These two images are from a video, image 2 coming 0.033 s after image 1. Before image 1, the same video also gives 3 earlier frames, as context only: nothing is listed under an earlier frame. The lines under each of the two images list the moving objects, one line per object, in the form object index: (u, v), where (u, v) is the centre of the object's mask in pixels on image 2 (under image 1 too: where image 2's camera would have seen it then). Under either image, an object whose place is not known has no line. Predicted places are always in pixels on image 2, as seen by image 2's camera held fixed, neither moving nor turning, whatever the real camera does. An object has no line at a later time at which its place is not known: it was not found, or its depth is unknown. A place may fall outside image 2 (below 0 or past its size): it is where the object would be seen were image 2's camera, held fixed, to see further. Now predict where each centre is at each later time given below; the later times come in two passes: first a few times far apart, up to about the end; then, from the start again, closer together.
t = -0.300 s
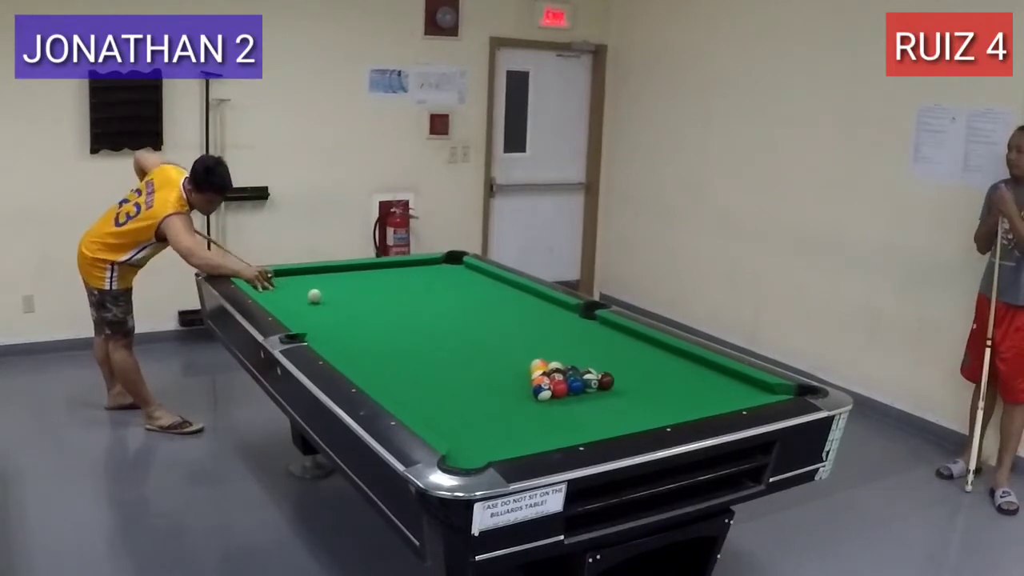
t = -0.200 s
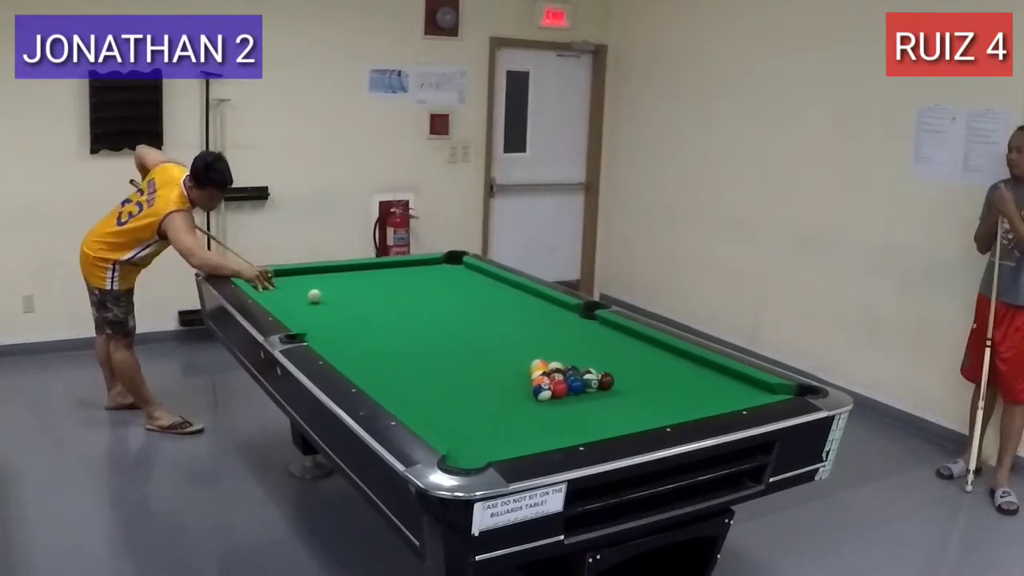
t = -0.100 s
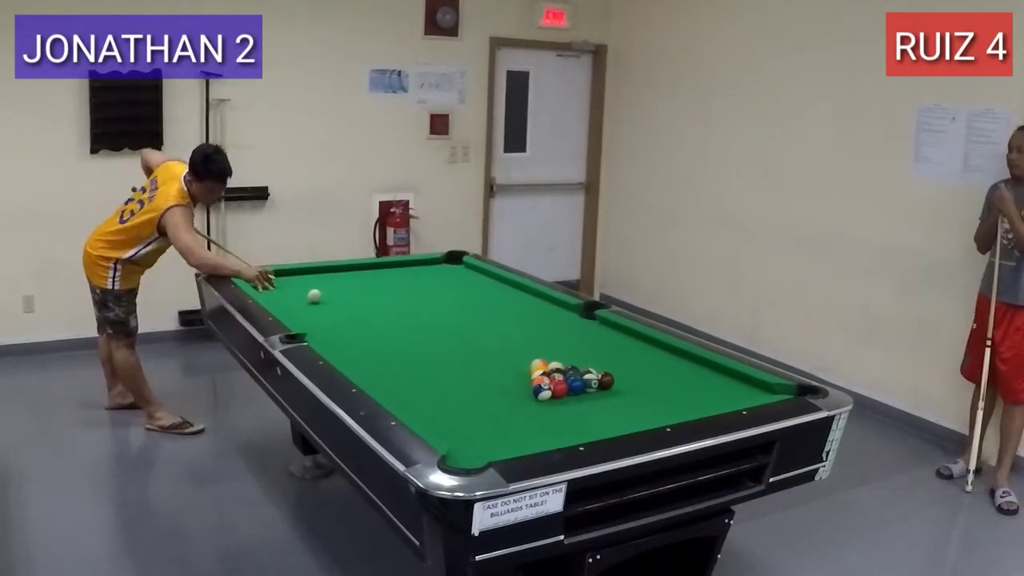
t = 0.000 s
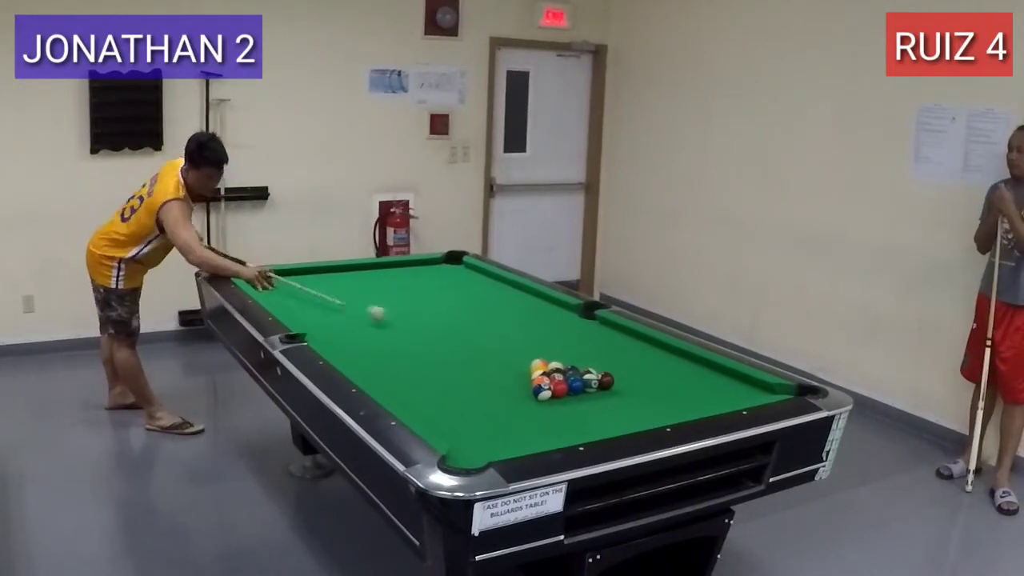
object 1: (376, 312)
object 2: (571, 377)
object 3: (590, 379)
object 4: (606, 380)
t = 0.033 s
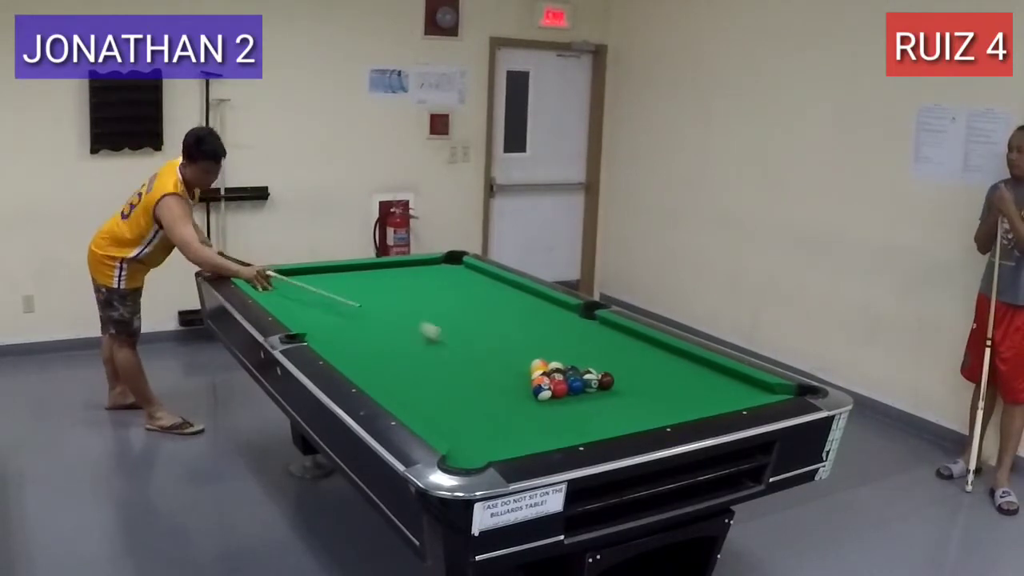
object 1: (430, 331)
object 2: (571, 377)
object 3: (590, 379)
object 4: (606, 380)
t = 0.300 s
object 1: (502, 347)
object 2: (654, 414)
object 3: (657, 408)
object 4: (715, 381)
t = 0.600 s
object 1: (494, 354)
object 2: (607, 392)
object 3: (676, 402)
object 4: (644, 345)
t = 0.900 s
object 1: (494, 354)
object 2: (568, 372)
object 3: (654, 388)
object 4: (564, 323)
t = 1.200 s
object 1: (494, 354)
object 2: (536, 355)
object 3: (635, 375)
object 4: (499, 303)
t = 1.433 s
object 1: (494, 354)
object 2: (514, 343)
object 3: (622, 367)
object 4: (455, 289)
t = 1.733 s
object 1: (494, 354)
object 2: (489, 331)
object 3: (608, 358)
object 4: (406, 275)
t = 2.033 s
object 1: (494, 354)
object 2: (468, 319)
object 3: (596, 351)
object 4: (373, 267)
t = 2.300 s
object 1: (494, 354)
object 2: (452, 310)
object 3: (586, 346)
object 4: (360, 274)
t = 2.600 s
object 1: (494, 354)
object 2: (436, 302)
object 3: (577, 340)
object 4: (347, 284)
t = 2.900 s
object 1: (494, 354)
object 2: (422, 294)
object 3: (572, 337)
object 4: (333, 291)
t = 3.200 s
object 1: (494, 354)
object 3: (573, 336)
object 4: (320, 300)
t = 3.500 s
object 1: (494, 354)
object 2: (400, 283)
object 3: (573, 337)
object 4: (306, 309)
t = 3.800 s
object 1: (494, 354)
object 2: (391, 279)
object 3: (574, 337)
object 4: (294, 316)
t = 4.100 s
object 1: (494, 354)
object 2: (384, 275)
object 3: (574, 337)
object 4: (307, 321)
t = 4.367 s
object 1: (494, 354)
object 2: (379, 273)
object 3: (574, 337)
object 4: (319, 323)
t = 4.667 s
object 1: (494, 354)
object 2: (375, 271)
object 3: (574, 337)
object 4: (331, 326)
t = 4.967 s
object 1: (494, 354)
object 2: (373, 269)
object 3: (574, 337)
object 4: (341, 327)
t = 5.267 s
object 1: (494, 354)
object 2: (371, 268)
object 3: (574, 337)
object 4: (348, 327)
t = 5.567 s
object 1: (494, 354)
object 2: (369, 267)
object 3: (574, 337)
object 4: (353, 328)
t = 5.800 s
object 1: (494, 354)
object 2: (369, 267)
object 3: (574, 337)
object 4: (355, 328)
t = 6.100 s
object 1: (494, 354)
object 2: (369, 267)
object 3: (574, 337)
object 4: (354, 328)
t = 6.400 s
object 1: (494, 354)
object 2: (368, 267)
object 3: (574, 337)
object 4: (354, 328)
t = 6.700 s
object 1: (494, 354)
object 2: (369, 267)
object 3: (574, 337)
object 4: (354, 328)
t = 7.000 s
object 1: (494, 354)
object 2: (369, 267)
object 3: (574, 337)
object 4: (354, 329)
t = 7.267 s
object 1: (494, 354)
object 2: (368, 267)
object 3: (574, 337)
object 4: (354, 329)
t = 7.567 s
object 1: (494, 354)
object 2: (369, 267)
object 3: (574, 337)
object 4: (354, 329)
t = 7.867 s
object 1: (494, 354)
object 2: (369, 267)
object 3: (574, 337)
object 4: (354, 329)
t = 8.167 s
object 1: (494, 354)
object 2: (369, 267)
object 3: (573, 337)
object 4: (354, 329)
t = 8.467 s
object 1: (494, 354)
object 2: (368, 267)
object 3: (574, 337)
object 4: (354, 329)
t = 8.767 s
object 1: (494, 354)
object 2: (368, 267)
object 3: (574, 337)
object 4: (354, 329)
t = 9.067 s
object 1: (494, 354)
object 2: (369, 267)
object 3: (574, 337)
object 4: (354, 329)
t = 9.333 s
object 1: (494, 354)
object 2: (369, 267)
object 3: (574, 337)
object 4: (354, 329)
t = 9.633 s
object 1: (494, 354)
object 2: (369, 267)
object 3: (574, 337)
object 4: (354, 329)
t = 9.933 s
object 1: (494, 354)
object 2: (369, 267)
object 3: (574, 337)
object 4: (354, 329)
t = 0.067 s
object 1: (489, 349)
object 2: (571, 377)
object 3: (590, 379)
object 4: (606, 380)
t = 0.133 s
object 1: (521, 346)
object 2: (585, 378)
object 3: (609, 386)
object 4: (662, 391)
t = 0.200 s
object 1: (514, 337)
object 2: (627, 406)
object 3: (630, 393)
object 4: (736, 399)
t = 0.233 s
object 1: (510, 337)
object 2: (641, 412)
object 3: (638, 396)
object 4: (730, 395)
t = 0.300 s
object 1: (502, 347)
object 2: (654, 414)
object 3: (657, 408)
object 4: (715, 381)
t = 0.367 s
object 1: (498, 351)
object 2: (642, 411)
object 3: (680, 408)
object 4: (704, 370)
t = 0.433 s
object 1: (495, 352)
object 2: (631, 405)
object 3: (689, 408)
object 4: (694, 360)
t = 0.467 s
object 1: (495, 352)
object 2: (626, 402)
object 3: (686, 407)
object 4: (686, 356)
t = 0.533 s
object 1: (495, 353)
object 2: (616, 397)
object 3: (682, 406)
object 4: (664, 351)
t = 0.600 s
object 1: (494, 354)
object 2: (607, 392)
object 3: (676, 402)
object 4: (644, 345)
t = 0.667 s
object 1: (494, 354)
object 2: (597, 387)
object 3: (670, 398)
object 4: (624, 339)
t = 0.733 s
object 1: (494, 354)
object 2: (589, 383)
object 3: (665, 396)
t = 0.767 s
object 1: (494, 354)
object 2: (585, 381)
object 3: (663, 394)
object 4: (597, 328)
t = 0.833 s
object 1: (494, 354)
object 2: (577, 376)
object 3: (658, 390)
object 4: (580, 328)
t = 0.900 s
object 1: (494, 354)
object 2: (568, 372)
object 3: (654, 388)
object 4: (564, 323)
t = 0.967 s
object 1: (494, 354)
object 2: (561, 368)
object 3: (649, 385)
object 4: (550, 318)
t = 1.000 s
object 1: (494, 354)
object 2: (557, 366)
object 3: (647, 383)
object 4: (542, 316)
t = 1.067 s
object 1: (494, 354)
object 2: (550, 362)
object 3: (643, 381)
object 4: (527, 311)
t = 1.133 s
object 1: (494, 354)
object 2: (542, 358)
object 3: (639, 379)
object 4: (513, 307)
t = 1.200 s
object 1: (494, 354)
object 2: (536, 355)
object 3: (635, 375)
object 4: (499, 303)
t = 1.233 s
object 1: (494, 354)
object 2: (532, 353)
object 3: (632, 373)
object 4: (493, 301)
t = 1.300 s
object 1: (494, 354)
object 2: (526, 350)
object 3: (629, 371)
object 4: (480, 297)
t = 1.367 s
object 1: (494, 354)
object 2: (520, 347)
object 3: (626, 370)
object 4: (467, 293)
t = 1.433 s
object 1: (494, 354)
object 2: (514, 343)
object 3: (622, 367)
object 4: (455, 289)
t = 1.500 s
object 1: (494, 354)
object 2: (508, 340)
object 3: (619, 365)
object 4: (443, 286)
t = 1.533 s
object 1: (494, 354)
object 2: (505, 338)
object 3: (617, 363)
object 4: (438, 284)
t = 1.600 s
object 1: (494, 354)
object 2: (500, 336)
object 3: (614, 363)
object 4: (428, 281)
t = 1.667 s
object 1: (494, 354)
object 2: (495, 333)
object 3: (611, 361)
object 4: (417, 278)
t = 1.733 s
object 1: (494, 354)
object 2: (489, 331)
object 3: (608, 358)
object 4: (406, 275)
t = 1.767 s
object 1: (494, 354)
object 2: (487, 329)
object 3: (607, 357)
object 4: (402, 274)
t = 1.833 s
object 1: (494, 354)
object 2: (482, 326)
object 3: (603, 355)
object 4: (392, 270)
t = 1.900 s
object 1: (494, 354)
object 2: (477, 323)
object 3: (601, 354)
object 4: (383, 268)
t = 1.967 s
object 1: (494, 354)
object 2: (473, 321)
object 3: (599, 353)
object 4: (375, 265)
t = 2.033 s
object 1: (494, 354)
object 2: (468, 319)
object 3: (596, 351)
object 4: (373, 267)
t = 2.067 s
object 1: (494, 354)
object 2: (466, 317)
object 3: (595, 350)
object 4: (371, 268)
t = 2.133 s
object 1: (494, 354)
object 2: (462, 315)
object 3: (592, 348)
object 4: (368, 270)
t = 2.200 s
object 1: (494, 354)
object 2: (458, 313)
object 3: (589, 348)
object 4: (364, 272)
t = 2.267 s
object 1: (494, 354)
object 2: (454, 311)
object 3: (587, 347)
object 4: (362, 273)
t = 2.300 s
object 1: (494, 354)
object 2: (452, 310)
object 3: (586, 346)
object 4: (360, 274)
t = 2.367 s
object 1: (494, 354)
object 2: (448, 308)
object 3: (584, 343)
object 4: (357, 276)
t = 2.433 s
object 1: (494, 354)
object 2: (445, 306)
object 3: (581, 343)
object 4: (354, 278)
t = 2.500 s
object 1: (494, 354)
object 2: (441, 304)
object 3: (579, 341)
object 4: (351, 280)
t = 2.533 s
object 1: (494, 354)
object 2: (440, 303)
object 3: (578, 341)
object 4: (350, 281)
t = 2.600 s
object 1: (494, 354)
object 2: (436, 302)
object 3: (577, 340)
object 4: (347, 284)
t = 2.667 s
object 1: (494, 354)
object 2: (433, 300)
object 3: (576, 339)
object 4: (343, 285)
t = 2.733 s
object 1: (494, 354)
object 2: (430, 298)
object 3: (573, 338)
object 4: (340, 287)
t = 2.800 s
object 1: (494, 354)
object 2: (427, 297)
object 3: (573, 337)
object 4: (337, 289)
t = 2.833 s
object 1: (494, 354)
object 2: (425, 296)
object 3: (573, 337)
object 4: (336, 290)
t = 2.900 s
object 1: (494, 354)
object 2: (422, 294)
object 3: (572, 337)
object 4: (333, 291)
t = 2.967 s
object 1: (494, 354)
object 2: (420, 293)
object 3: (573, 337)
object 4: (330, 294)
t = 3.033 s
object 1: (494, 354)
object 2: (417, 292)
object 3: (573, 337)
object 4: (327, 295)
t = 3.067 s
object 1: (494, 354)
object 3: (573, 337)
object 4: (326, 296)
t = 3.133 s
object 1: (494, 354)
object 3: (573, 337)
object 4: (322, 298)
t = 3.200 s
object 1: (494, 354)
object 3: (573, 336)
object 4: (320, 300)
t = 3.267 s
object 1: (494, 354)
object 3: (573, 336)
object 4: (316, 302)
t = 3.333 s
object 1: (494, 354)
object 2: (405, 286)
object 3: (574, 337)
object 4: (314, 304)
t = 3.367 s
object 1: (494, 354)
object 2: (404, 285)
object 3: (574, 337)
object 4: (312, 305)
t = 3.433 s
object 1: (494, 354)
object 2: (402, 284)
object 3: (573, 337)
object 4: (309, 307)
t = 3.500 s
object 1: (494, 354)
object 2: (400, 283)
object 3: (573, 337)
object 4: (306, 309)
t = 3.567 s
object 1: (494, 354)
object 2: (398, 282)
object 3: (573, 337)
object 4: (304, 311)
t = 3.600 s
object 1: (494, 354)
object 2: (397, 282)
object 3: (573, 337)
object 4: (302, 312)
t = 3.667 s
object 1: (494, 354)
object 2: (394, 281)
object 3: (573, 337)
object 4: (299, 314)
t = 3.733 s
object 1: (494, 354)
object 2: (392, 280)
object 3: (574, 337)
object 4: (296, 315)
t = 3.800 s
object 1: (494, 354)
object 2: (391, 279)
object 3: (574, 337)
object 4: (294, 316)
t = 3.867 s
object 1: (494, 354)
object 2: (389, 278)
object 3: (574, 337)
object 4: (296, 317)
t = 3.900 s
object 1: (494, 354)
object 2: (388, 278)
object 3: (574, 337)
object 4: (298, 318)
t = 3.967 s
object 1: (494, 354)
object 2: (387, 277)
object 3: (574, 337)
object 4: (301, 319)
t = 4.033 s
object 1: (494, 354)
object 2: (385, 276)
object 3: (574, 337)
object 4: (304, 320)
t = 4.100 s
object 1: (494, 354)
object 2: (384, 275)
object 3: (574, 337)
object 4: (307, 321)
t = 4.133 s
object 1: (494, 354)
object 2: (384, 275)
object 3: (574, 337)
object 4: (309, 321)
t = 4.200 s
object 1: (494, 354)
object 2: (382, 275)
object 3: (574, 337)
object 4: (312, 322)
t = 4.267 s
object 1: (494, 354)
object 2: (381, 274)
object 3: (574, 337)
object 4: (315, 322)
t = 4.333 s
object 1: (494, 354)
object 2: (379, 273)
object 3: (574, 337)
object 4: (318, 323)
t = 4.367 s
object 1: (494, 354)
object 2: (379, 273)
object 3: (574, 337)
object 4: (319, 323)
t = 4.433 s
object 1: (494, 354)
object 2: (378, 272)
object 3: (574, 337)
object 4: (322, 324)
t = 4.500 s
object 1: (494, 354)
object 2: (377, 272)
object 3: (574, 337)
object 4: (325, 325)
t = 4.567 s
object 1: (494, 354)
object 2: (376, 271)
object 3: (574, 337)
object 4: (327, 325)
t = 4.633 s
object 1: (494, 354)
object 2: (375, 271)
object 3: (574, 337)
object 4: (330, 325)
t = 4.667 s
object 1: (494, 354)
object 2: (375, 271)
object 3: (574, 337)
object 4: (331, 326)
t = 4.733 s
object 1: (494, 354)
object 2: (374, 270)
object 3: (574, 337)
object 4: (333, 326)
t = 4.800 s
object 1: (494, 354)
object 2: (374, 270)
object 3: (574, 337)
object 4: (336, 326)
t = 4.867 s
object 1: (494, 354)
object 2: (373, 269)
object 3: (574, 337)
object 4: (338, 326)
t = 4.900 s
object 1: (494, 354)
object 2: (373, 269)
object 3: (574, 337)
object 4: (339, 327)
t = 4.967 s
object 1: (494, 354)
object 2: (373, 269)
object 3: (574, 337)
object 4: (341, 327)
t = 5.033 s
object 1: (494, 354)
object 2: (372, 269)
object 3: (574, 337)
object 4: (342, 327)
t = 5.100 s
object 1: (494, 354)
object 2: (372, 269)
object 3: (574, 337)
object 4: (344, 327)
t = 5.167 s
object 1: (494, 354)
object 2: (371, 268)
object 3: (574, 337)
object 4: (346, 327)
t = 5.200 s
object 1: (494, 354)
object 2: (371, 268)
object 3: (574, 337)
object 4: (346, 327)
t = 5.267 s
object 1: (494, 354)
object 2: (371, 268)
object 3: (574, 337)
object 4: (348, 327)
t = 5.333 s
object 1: (494, 354)
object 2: (370, 268)
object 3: (574, 337)
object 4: (350, 327)
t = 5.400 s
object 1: (494, 354)
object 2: (370, 267)
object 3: (574, 337)
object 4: (351, 328)
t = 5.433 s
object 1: (494, 354)
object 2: (370, 267)
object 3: (574, 337)
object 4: (351, 328)
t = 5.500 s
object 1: (494, 354)
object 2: (370, 267)
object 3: (574, 337)
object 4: (352, 328)
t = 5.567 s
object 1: (494, 354)
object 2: (369, 267)
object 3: (574, 337)
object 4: (353, 328)
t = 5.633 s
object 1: (494, 354)
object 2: (369, 267)
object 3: (574, 337)
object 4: (354, 328)
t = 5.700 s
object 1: (494, 354)
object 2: (370, 267)
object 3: (574, 337)
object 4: (354, 328)
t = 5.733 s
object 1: (494, 354)
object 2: (369, 267)
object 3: (574, 337)
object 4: (355, 328)
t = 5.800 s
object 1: (494, 354)
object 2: (369, 267)
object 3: (574, 337)
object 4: (355, 328)
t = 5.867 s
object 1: (494, 354)
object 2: (369, 267)
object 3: (574, 337)
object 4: (355, 329)
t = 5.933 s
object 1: (494, 354)
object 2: (369, 267)
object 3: (574, 337)
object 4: (355, 329)
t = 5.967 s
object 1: (494, 354)
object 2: (368, 267)
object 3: (574, 337)
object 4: (355, 329)
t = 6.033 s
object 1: (494, 354)
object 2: (368, 267)
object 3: (574, 337)
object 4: (355, 328)
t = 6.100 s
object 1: (494, 354)
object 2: (369, 267)
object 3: (574, 337)
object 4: (354, 328)
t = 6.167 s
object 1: (494, 354)
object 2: (369, 267)
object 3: (574, 337)
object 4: (355, 328)
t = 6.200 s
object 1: (494, 354)
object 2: (369, 267)
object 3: (574, 337)
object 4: (354, 329)
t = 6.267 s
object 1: (494, 355)
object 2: (369, 267)
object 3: (574, 337)
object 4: (355, 328)
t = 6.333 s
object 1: (494, 354)
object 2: (369, 267)
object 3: (574, 337)
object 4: (354, 328)
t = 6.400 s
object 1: (494, 354)
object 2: (368, 267)
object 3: (574, 337)
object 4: (354, 328)
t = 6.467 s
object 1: (494, 354)
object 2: (368, 267)
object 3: (574, 337)
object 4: (354, 328)
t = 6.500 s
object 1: (494, 354)
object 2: (368, 267)
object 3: (574, 337)
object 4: (354, 328)
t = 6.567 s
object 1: (494, 354)
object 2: (369, 267)
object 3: (574, 337)
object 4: (354, 328)
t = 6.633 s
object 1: (494, 354)
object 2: (369, 267)
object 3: (574, 337)
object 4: (354, 328)
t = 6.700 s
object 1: (494, 354)
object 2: (369, 267)
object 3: (574, 337)
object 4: (354, 328)
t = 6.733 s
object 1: (494, 354)
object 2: (368, 267)
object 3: (574, 337)
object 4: (354, 328)
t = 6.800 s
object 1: (494, 354)
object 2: (369, 267)
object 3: (574, 337)
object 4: (354, 329)
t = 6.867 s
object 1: (494, 354)
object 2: (368, 267)
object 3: (574, 337)
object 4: (354, 329)
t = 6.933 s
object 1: (494, 354)
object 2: (369, 267)
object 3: (574, 337)
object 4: (354, 329)
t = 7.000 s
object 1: (494, 354)
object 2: (369, 267)
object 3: (574, 337)
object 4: (354, 329)
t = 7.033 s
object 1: (494, 354)
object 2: (368, 267)
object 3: (574, 337)
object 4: (354, 329)
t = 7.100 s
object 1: (494, 354)
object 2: (368, 267)
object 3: (574, 337)
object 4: (354, 329)
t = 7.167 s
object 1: (494, 354)
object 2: (368, 267)
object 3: (574, 337)
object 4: (354, 329)
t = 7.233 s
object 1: (494, 354)
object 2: (368, 267)
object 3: (574, 337)
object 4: (354, 329)
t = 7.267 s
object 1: (494, 354)
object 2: (368, 267)
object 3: (574, 337)
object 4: (354, 329)
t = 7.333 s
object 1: (494, 354)
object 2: (369, 267)
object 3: (574, 337)
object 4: (354, 329)
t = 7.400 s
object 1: (494, 354)
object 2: (369, 267)
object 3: (574, 337)
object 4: (354, 329)
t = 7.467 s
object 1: (494, 354)
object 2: (369, 267)
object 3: (574, 337)
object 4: (354, 329)
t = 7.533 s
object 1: (494, 354)
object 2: (369, 267)
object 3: (574, 337)
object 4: (354, 329)
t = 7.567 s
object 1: (494, 354)
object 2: (369, 267)
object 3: (574, 337)
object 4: (354, 329)
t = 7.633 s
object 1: (494, 354)
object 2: (369, 267)
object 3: (574, 337)
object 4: (354, 329)
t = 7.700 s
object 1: (494, 354)
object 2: (369, 267)
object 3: (574, 337)
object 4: (354, 329)
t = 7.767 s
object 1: (494, 354)
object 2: (369, 267)
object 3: (574, 337)
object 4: (354, 329)
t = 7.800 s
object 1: (494, 354)
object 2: (369, 267)
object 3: (574, 337)
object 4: (354, 329)
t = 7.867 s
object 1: (494, 354)
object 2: (369, 267)
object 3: (574, 337)
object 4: (354, 329)
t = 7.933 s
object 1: (494, 354)
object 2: (369, 267)
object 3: (574, 337)
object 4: (354, 329)
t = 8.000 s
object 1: (494, 354)
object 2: (369, 267)
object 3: (574, 337)
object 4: (354, 329)
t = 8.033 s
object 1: (494, 354)
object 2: (368, 267)
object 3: (574, 337)
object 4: (354, 329)
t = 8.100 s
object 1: (494, 354)
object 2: (368, 267)
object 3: (574, 337)
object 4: (354, 329)
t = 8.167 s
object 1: (494, 354)
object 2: (369, 267)
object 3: (573, 337)
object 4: (354, 329)
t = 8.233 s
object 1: (494, 354)
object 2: (368, 267)
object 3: (574, 337)
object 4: (354, 329)
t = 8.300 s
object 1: (494, 354)
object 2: (368, 267)
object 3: (574, 337)
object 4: (354, 329)
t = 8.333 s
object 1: (494, 354)
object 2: (368, 267)
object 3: (574, 337)
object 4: (354, 329)
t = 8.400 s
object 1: (494, 354)
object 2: (368, 267)
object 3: (574, 337)
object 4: (354, 329)
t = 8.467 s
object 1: (494, 354)
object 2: (368, 267)
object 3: (574, 337)
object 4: (354, 329)
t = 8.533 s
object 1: (494, 354)
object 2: (368, 267)
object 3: (574, 337)
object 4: (354, 329)
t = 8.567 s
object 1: (494, 354)
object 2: (369, 267)
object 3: (573, 337)
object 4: (354, 329)
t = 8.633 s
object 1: (494, 354)
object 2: (368, 267)
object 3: (574, 337)
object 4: (354, 329)
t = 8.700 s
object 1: (494, 354)
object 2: (368, 267)
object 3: (574, 337)
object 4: (354, 329)
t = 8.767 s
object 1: (494, 354)
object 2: (368, 267)
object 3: (574, 337)
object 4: (354, 329)
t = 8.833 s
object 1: (494, 354)
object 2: (368, 267)
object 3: (574, 337)
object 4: (354, 329)
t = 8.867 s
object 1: (494, 354)
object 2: (368, 267)
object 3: (574, 337)
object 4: (354, 329)
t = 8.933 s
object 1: (494, 354)
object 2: (368, 267)
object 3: (574, 337)
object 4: (354, 329)
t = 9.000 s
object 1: (494, 354)
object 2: (368, 267)
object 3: (574, 337)
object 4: (354, 329)
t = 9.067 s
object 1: (494, 354)
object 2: (369, 267)
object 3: (574, 337)
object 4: (354, 329)
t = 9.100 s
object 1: (494, 354)
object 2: (369, 267)
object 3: (574, 337)
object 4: (354, 329)
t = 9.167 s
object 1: (494, 354)
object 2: (369, 267)
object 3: (574, 337)
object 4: (354, 329)
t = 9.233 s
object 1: (494, 354)
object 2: (369, 267)
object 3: (574, 337)
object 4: (354, 329)
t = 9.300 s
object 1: (494, 354)
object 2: (369, 267)
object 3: (574, 337)
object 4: (354, 329)
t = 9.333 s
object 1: (494, 354)
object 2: (369, 267)
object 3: (574, 337)
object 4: (354, 329)
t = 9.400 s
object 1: (494, 354)
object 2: (369, 267)
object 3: (574, 337)
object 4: (354, 329)
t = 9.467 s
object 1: (494, 354)
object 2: (369, 267)
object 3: (574, 337)
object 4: (354, 329)
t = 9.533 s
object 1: (494, 354)
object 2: (369, 267)
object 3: (574, 337)
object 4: (354, 329)
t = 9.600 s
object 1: (494, 354)
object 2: (369, 267)
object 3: (574, 337)
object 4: (354, 329)
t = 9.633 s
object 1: (494, 354)
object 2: (369, 267)
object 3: (574, 337)
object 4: (354, 329)
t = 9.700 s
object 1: (494, 354)
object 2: (369, 267)
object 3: (574, 337)
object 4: (354, 329)
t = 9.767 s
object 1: (494, 354)
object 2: (369, 267)
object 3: (574, 337)
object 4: (354, 329)
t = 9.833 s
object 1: (494, 354)
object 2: (369, 267)
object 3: (574, 337)
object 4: (354, 329)
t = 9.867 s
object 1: (494, 354)
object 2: (369, 267)
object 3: (574, 337)
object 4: (354, 329)
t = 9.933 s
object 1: (494, 354)
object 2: (369, 267)
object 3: (574, 337)
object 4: (354, 329)
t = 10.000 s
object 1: (494, 354)
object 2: (369, 267)
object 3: (574, 337)
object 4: (354, 329)
